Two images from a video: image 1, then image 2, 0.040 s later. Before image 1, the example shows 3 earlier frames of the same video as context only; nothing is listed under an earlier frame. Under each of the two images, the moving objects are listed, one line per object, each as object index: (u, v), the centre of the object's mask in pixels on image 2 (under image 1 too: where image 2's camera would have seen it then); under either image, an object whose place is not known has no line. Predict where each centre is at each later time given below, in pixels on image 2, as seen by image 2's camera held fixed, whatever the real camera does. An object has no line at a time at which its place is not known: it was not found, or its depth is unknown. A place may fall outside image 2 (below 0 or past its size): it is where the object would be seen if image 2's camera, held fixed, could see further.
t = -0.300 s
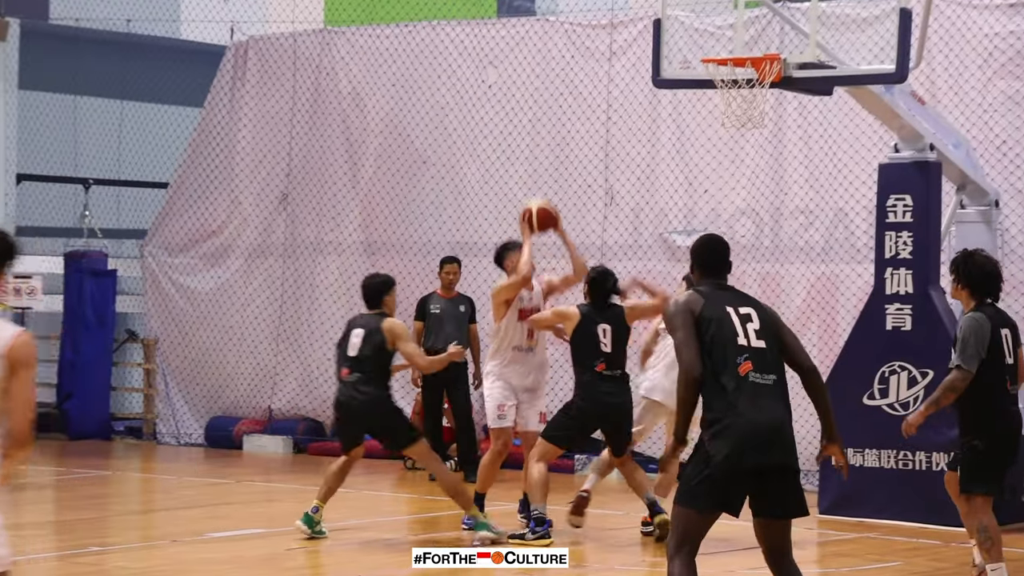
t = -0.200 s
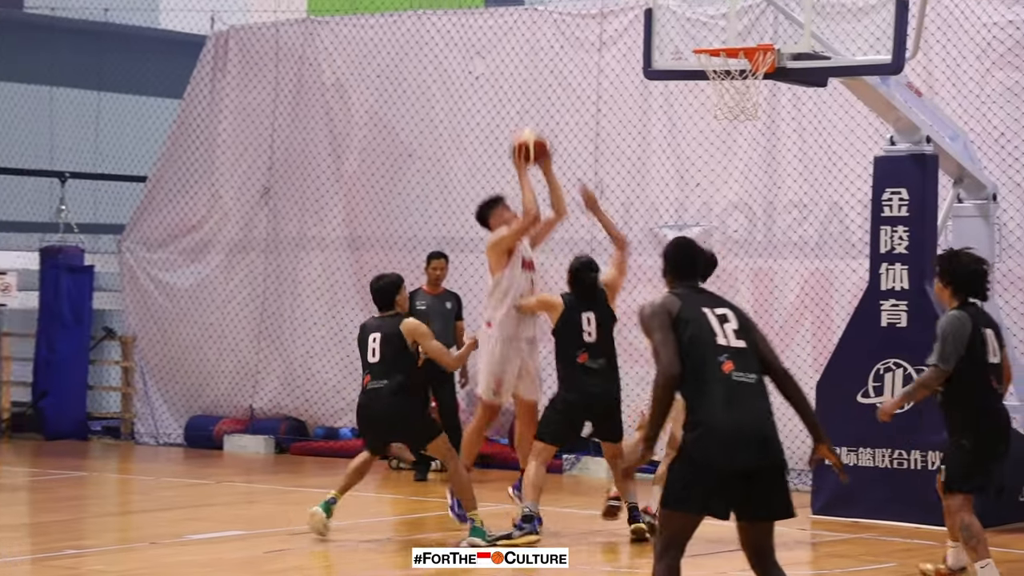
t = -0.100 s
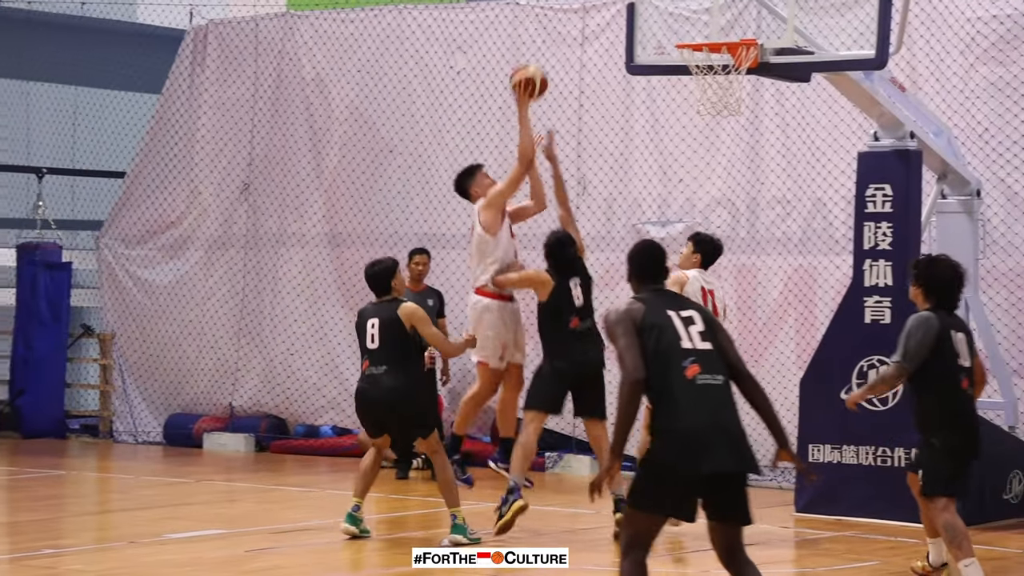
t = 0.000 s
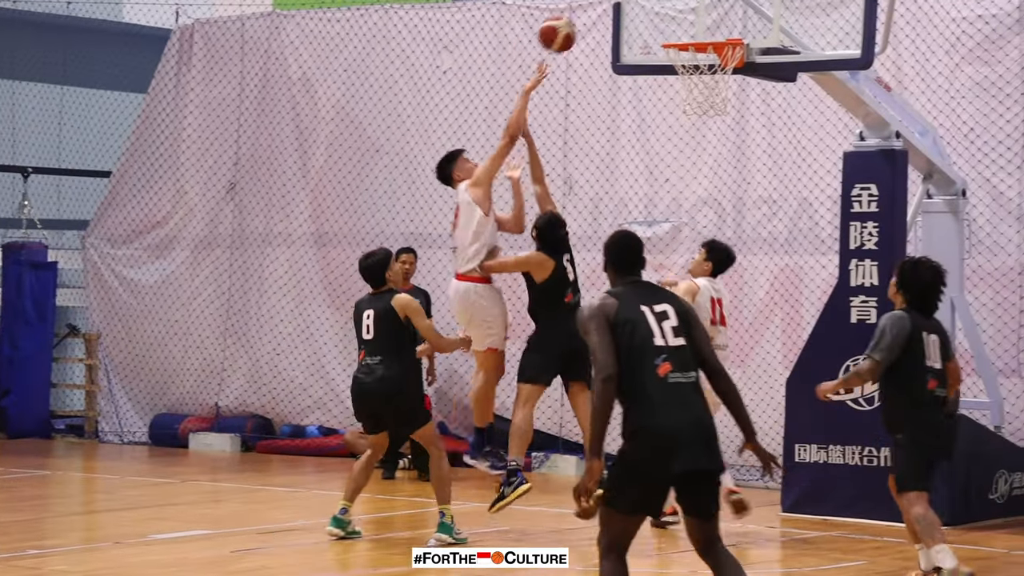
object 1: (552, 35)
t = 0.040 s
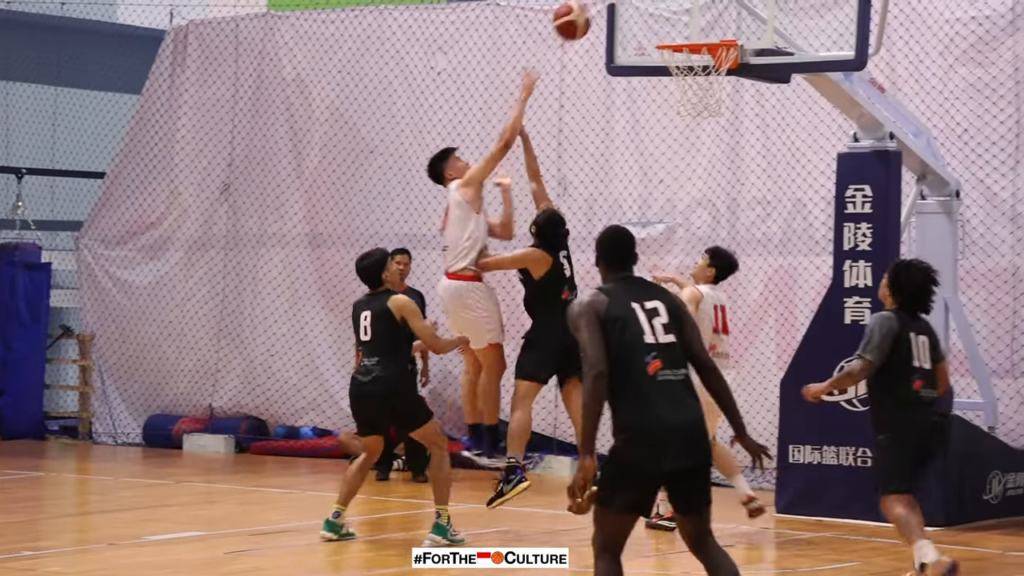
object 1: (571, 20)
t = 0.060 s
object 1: (581, 16)
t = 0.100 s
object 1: (603, 10)
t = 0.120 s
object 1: (613, 8)
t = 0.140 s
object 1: (623, 6)
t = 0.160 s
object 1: (633, 5)
